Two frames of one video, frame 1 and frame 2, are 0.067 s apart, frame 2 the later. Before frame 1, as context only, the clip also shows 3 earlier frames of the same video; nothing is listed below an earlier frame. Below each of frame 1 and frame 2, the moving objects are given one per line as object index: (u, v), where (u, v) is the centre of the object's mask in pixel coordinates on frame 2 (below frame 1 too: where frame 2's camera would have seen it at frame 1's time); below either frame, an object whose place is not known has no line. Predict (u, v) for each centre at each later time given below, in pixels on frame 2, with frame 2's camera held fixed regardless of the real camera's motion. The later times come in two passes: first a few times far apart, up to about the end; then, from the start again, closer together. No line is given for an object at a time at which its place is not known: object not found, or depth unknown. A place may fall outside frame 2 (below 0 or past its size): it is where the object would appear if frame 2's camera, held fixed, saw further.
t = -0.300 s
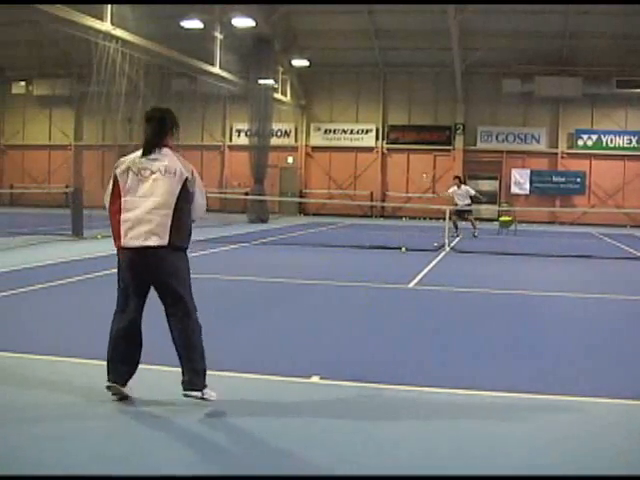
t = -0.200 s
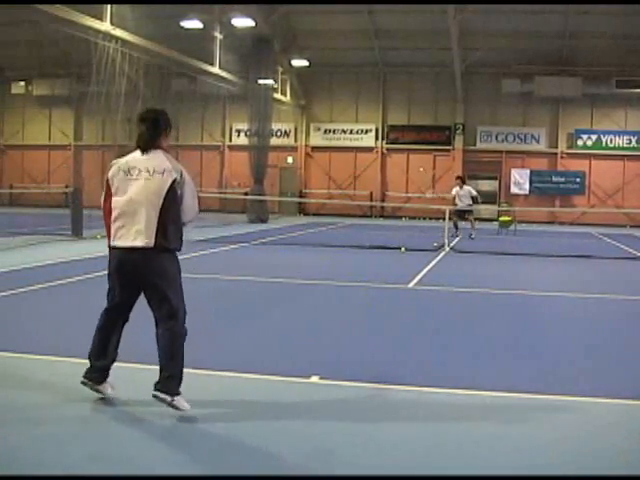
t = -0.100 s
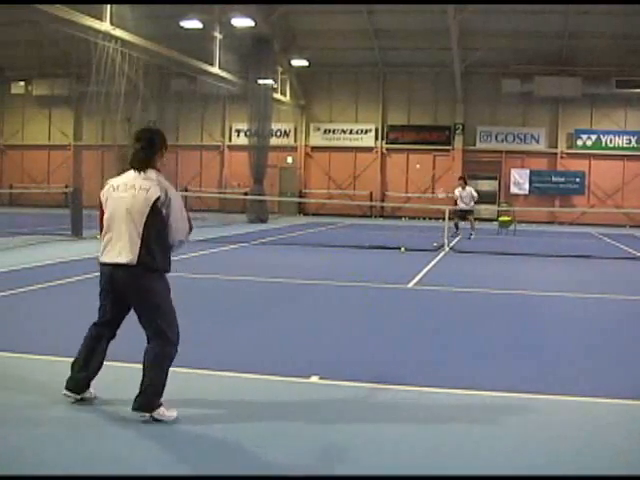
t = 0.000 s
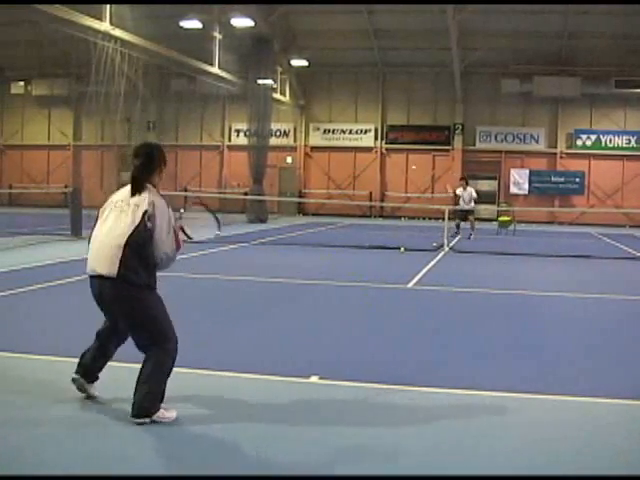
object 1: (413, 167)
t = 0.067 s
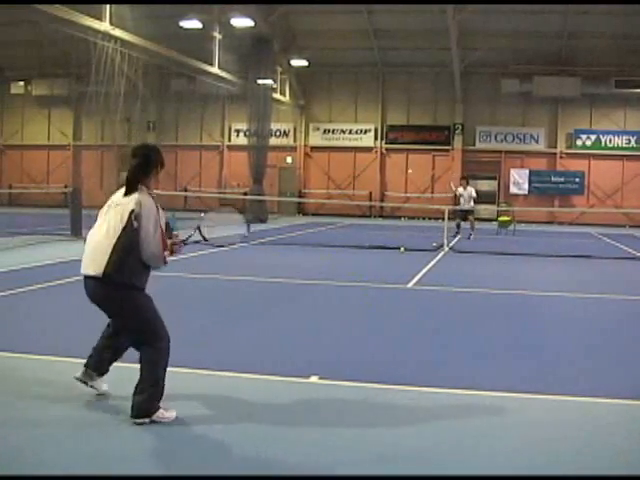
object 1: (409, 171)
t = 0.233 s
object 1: (398, 194)
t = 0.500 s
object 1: (370, 302)
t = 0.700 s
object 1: (349, 259)
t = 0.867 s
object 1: (323, 252)
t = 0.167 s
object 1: (403, 182)
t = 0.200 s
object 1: (401, 188)
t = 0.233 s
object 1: (398, 194)
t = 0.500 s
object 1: (370, 302)
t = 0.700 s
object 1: (349, 259)
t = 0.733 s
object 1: (345, 255)
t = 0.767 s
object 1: (340, 252)
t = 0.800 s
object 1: (335, 250)
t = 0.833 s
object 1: (329, 250)
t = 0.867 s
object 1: (323, 252)
